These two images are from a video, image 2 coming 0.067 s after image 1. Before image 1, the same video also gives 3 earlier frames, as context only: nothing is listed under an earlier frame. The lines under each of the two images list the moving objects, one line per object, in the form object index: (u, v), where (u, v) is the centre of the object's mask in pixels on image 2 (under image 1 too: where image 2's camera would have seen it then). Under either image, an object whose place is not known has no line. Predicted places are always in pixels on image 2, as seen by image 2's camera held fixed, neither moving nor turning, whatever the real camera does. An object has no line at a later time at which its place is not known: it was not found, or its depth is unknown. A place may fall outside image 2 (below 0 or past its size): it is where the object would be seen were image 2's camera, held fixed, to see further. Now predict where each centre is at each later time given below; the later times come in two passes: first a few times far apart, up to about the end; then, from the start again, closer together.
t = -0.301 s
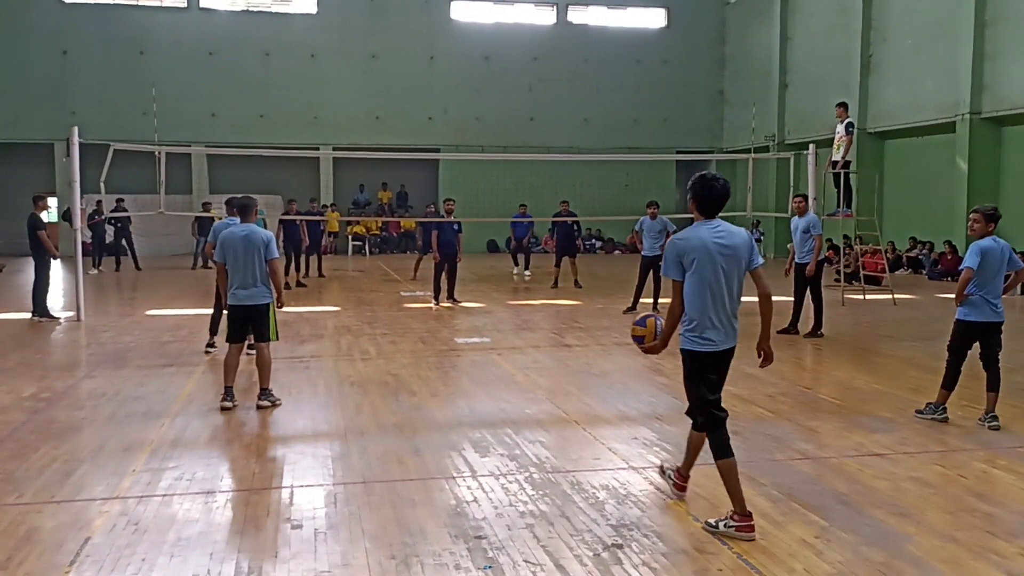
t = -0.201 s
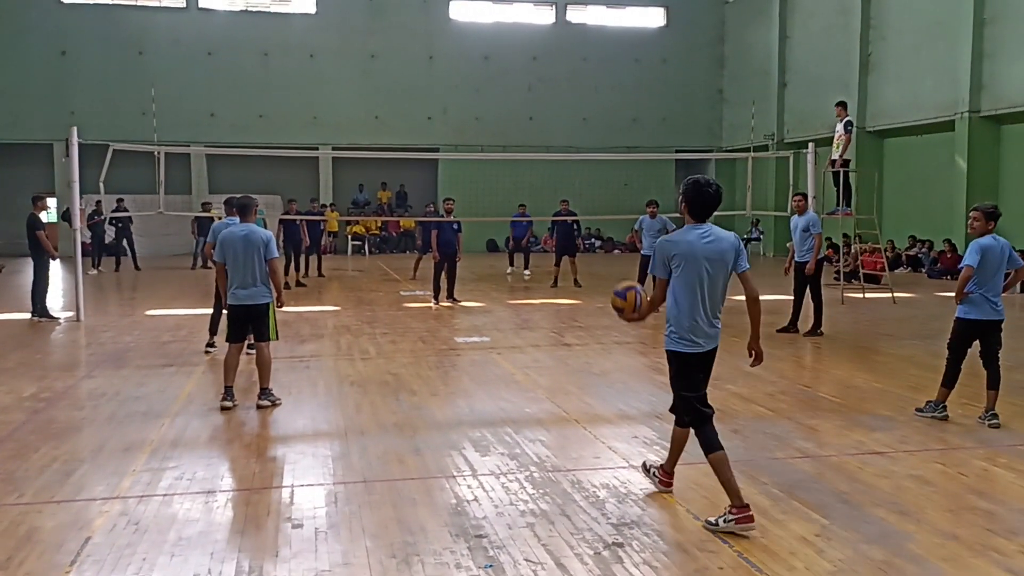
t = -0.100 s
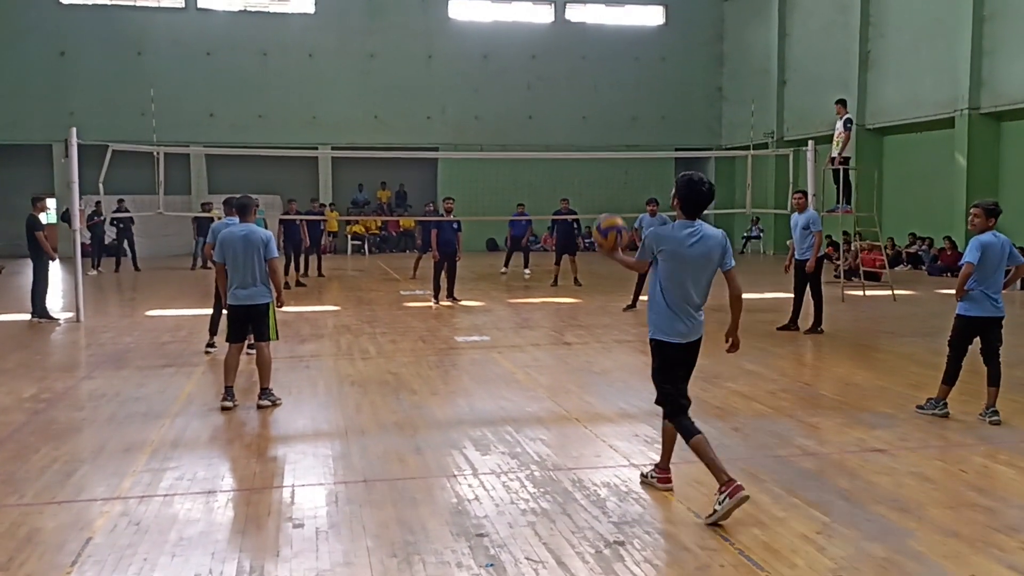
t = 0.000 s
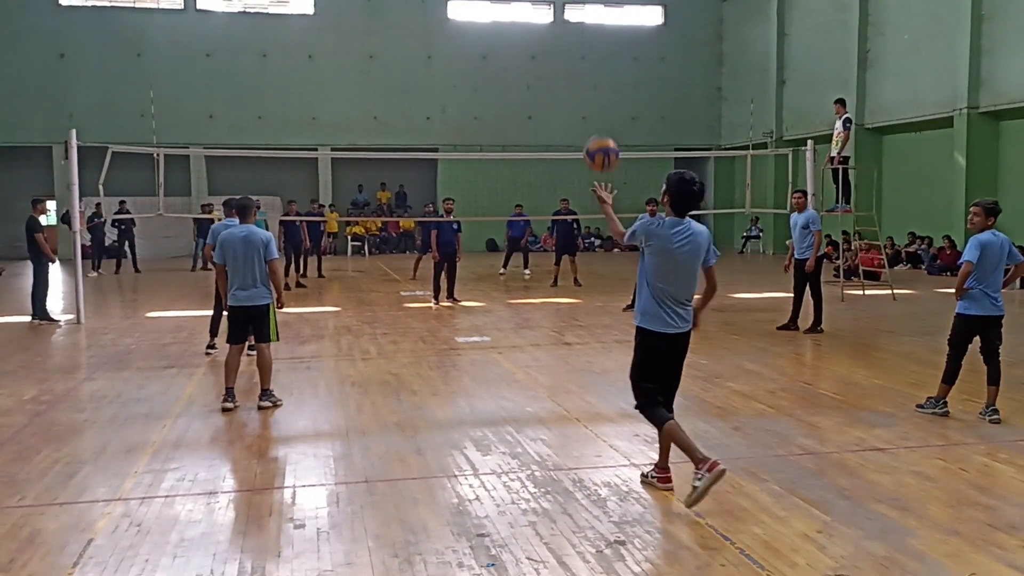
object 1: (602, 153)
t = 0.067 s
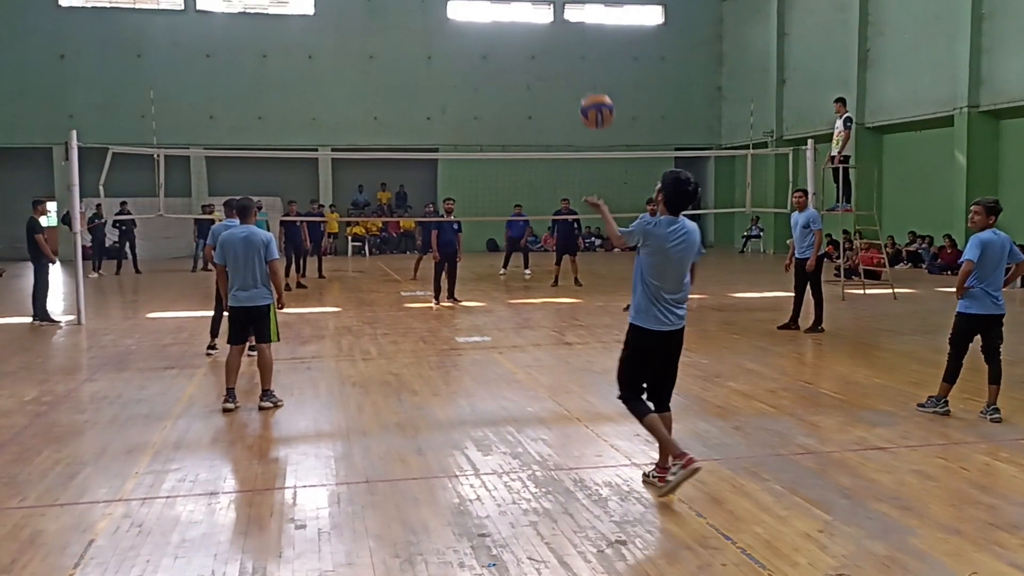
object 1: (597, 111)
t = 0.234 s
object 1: (586, 35)
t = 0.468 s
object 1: (570, 12)
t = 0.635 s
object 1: (560, 46)
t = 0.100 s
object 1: (595, 92)
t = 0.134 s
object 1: (593, 75)
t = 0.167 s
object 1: (590, 60)
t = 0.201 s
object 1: (588, 46)
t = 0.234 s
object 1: (586, 35)
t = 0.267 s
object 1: (583, 25)
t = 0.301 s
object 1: (580, 17)
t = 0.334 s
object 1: (578, 14)
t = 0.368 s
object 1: (576, 12)
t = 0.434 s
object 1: (572, 11)
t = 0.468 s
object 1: (570, 12)
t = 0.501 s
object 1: (568, 14)
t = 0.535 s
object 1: (566, 18)
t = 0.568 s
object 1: (564, 26)
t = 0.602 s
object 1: (561, 35)
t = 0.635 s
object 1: (560, 46)
